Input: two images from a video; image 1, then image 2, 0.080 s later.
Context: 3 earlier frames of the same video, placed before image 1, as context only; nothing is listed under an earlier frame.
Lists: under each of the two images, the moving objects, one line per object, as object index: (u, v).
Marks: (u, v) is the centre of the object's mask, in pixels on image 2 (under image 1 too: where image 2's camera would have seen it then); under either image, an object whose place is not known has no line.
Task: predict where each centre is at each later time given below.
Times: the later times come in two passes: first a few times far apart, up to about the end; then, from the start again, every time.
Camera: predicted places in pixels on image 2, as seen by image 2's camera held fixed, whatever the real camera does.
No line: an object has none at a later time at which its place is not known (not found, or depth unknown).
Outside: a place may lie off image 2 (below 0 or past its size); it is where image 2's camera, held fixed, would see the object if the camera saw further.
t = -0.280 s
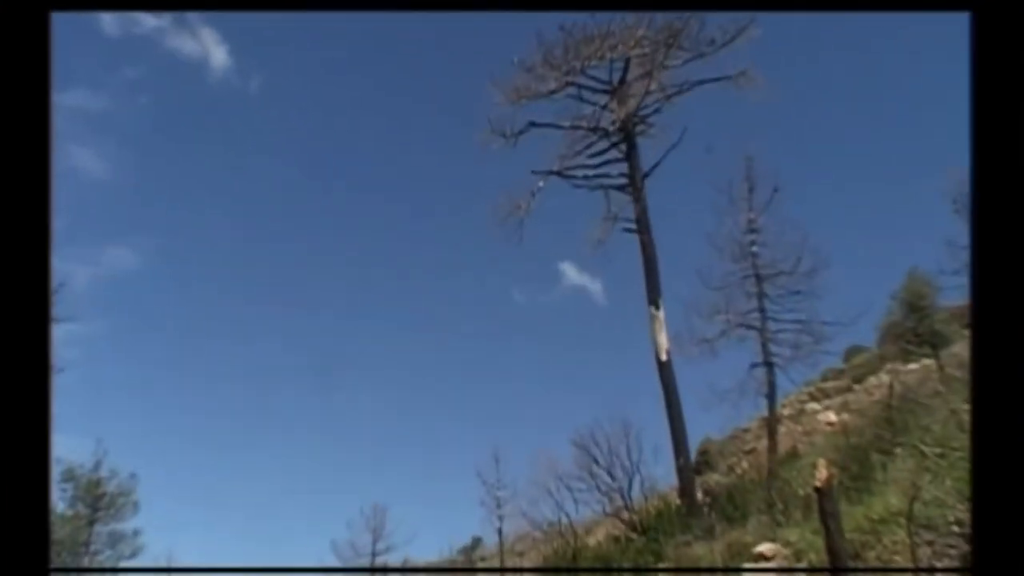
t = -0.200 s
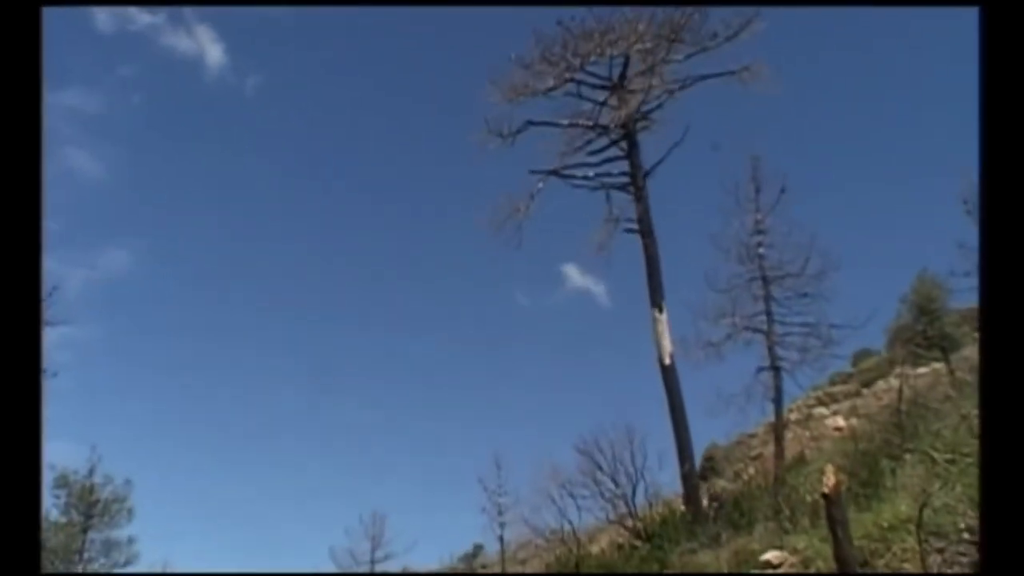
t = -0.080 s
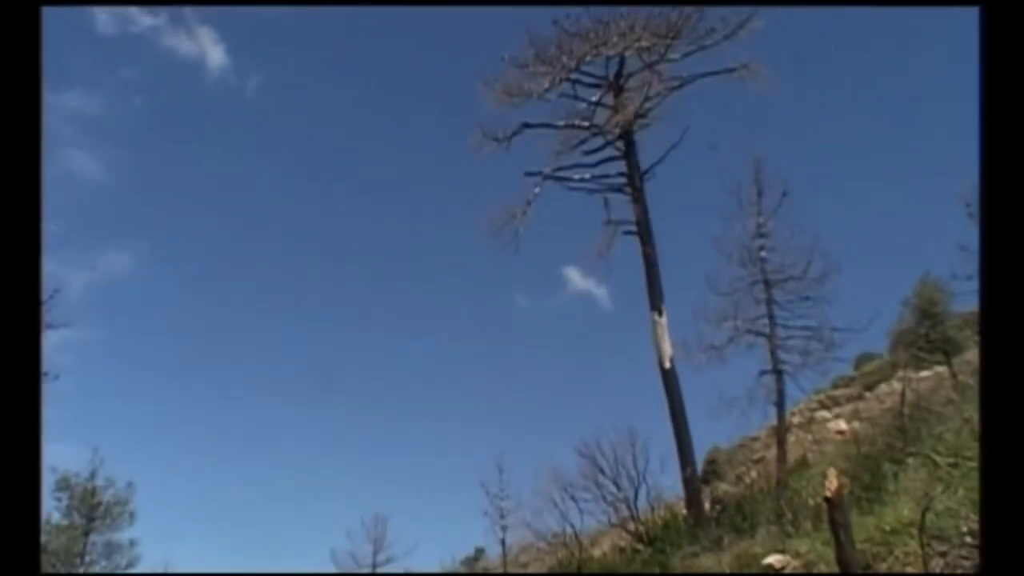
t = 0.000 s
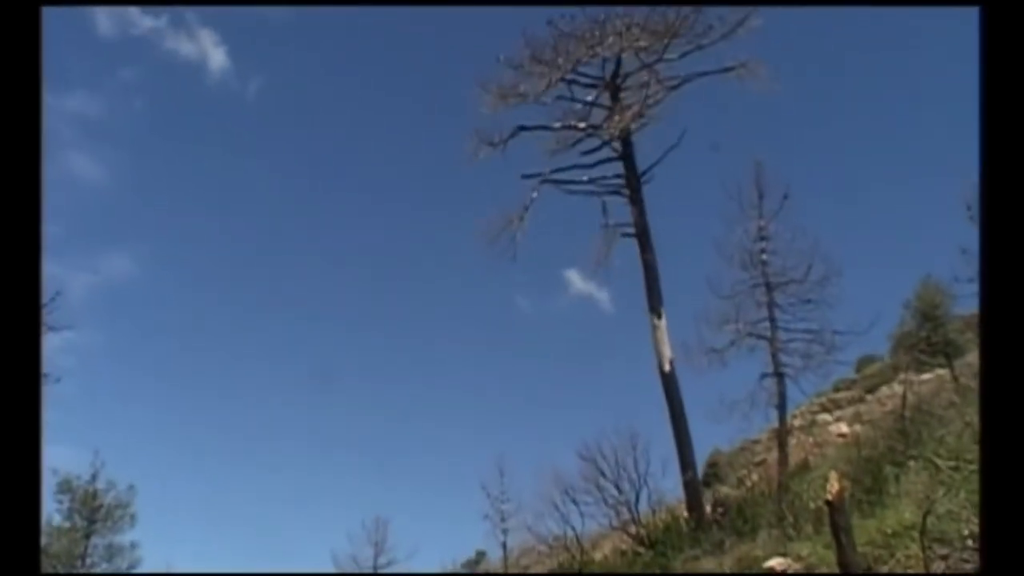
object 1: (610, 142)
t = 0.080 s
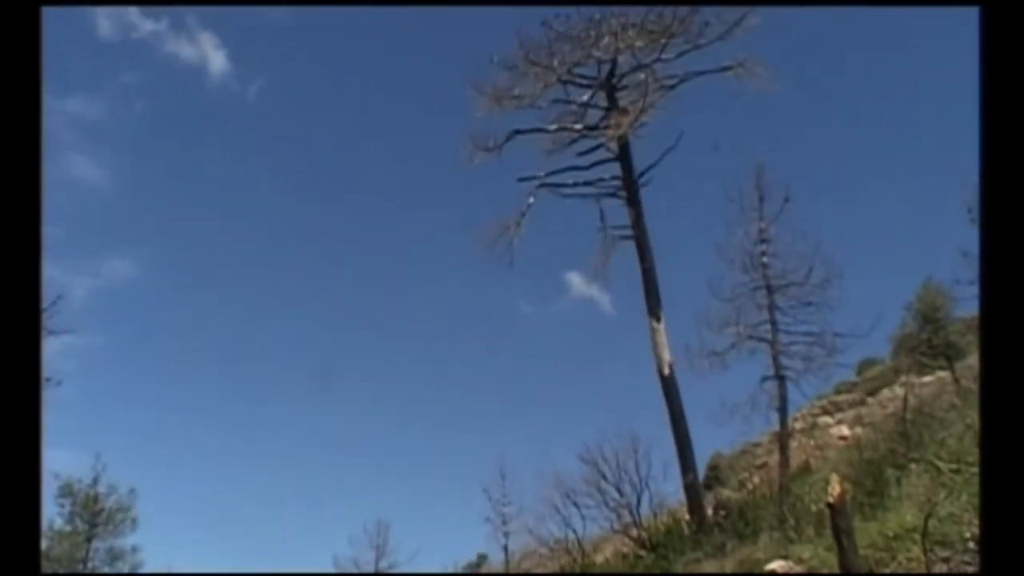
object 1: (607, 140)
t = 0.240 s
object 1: (595, 137)
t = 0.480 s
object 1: (576, 139)
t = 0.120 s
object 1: (605, 140)
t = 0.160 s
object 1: (600, 138)
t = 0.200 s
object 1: (598, 137)
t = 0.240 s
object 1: (595, 137)
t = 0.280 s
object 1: (592, 137)
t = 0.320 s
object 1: (588, 137)
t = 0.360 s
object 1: (587, 137)
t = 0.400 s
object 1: (583, 138)
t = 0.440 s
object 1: (580, 138)
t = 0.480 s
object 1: (576, 139)
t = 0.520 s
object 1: (573, 137)
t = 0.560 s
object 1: (567, 140)
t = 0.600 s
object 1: (565, 142)
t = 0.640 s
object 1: (559, 144)
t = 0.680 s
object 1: (555, 144)
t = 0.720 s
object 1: (552, 147)
